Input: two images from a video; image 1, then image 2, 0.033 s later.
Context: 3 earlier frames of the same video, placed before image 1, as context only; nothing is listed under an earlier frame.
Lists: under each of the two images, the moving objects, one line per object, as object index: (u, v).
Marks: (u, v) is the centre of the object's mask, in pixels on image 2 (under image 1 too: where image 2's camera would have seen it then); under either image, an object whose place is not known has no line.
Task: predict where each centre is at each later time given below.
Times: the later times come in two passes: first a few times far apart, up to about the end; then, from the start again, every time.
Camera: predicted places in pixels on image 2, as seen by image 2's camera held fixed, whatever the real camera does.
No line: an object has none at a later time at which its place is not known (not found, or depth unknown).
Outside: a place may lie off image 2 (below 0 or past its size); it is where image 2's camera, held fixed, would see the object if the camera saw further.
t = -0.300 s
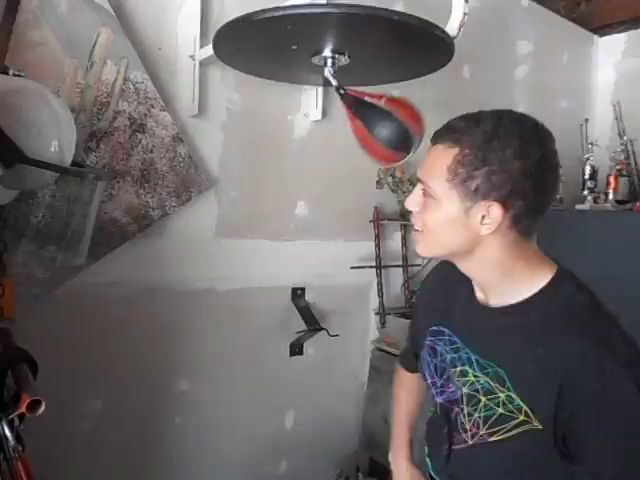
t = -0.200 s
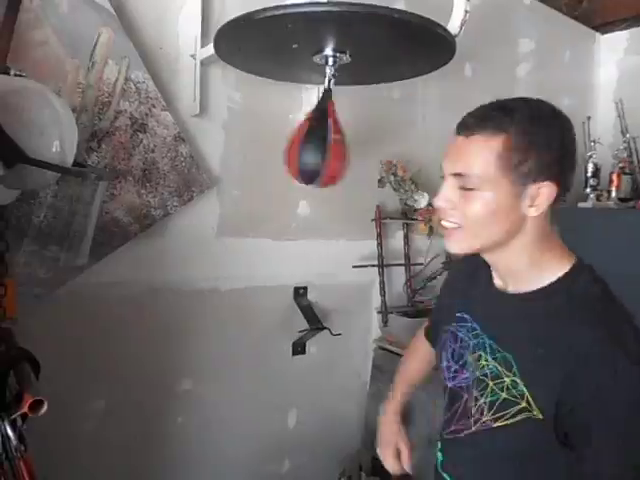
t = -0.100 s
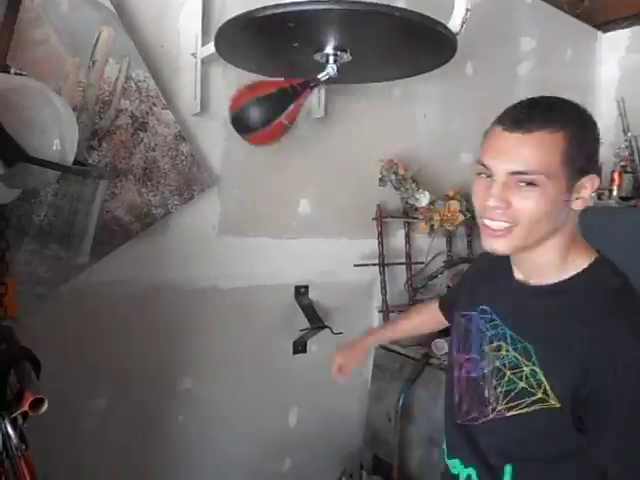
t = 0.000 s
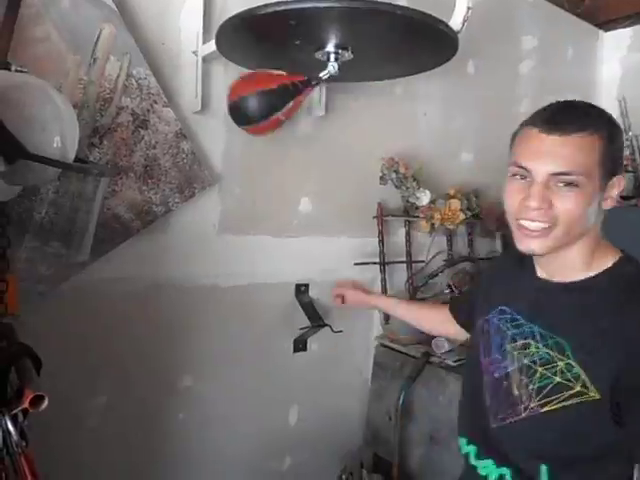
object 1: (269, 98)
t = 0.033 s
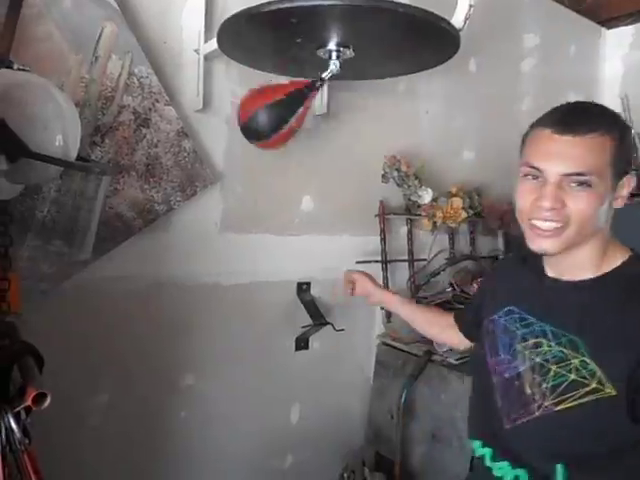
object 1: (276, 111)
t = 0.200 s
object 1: (369, 133)
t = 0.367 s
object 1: (410, 78)
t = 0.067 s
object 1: (288, 125)
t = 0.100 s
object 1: (305, 136)
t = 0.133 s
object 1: (326, 142)
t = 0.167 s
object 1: (348, 140)
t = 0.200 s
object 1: (369, 133)
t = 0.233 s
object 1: (386, 120)
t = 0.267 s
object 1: (399, 104)
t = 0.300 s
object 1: (407, 88)
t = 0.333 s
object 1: (411, 75)
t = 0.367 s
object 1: (410, 78)
